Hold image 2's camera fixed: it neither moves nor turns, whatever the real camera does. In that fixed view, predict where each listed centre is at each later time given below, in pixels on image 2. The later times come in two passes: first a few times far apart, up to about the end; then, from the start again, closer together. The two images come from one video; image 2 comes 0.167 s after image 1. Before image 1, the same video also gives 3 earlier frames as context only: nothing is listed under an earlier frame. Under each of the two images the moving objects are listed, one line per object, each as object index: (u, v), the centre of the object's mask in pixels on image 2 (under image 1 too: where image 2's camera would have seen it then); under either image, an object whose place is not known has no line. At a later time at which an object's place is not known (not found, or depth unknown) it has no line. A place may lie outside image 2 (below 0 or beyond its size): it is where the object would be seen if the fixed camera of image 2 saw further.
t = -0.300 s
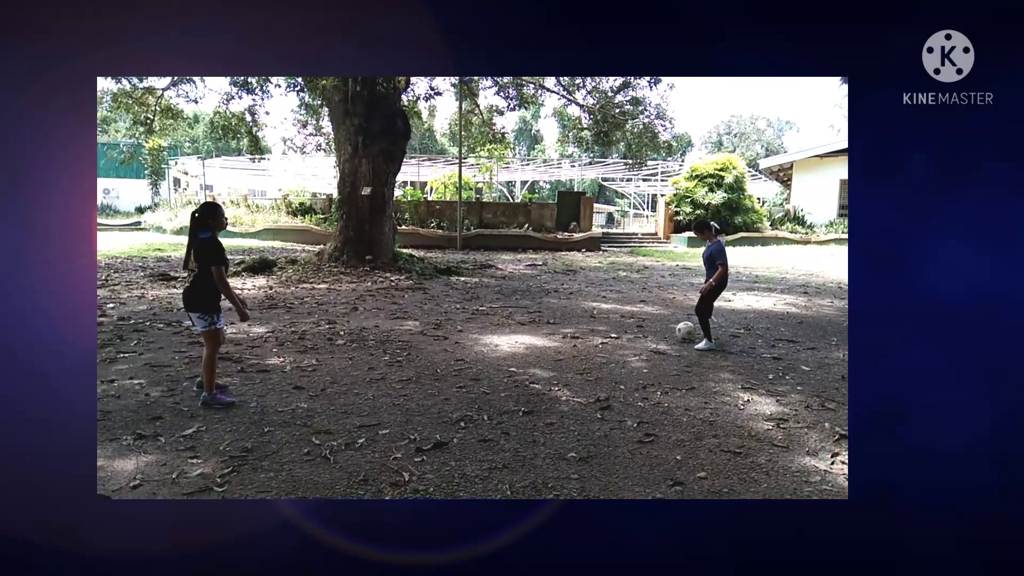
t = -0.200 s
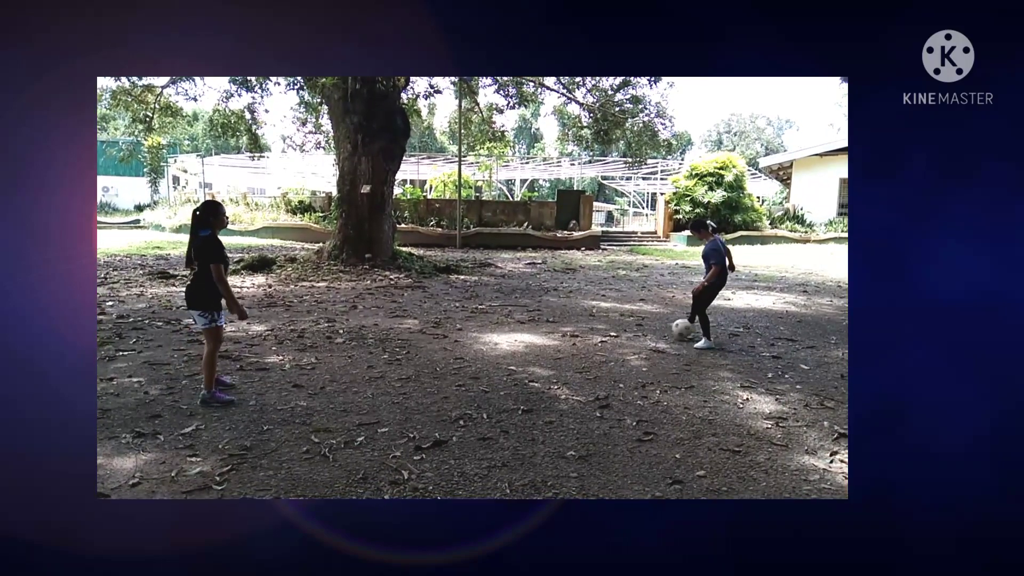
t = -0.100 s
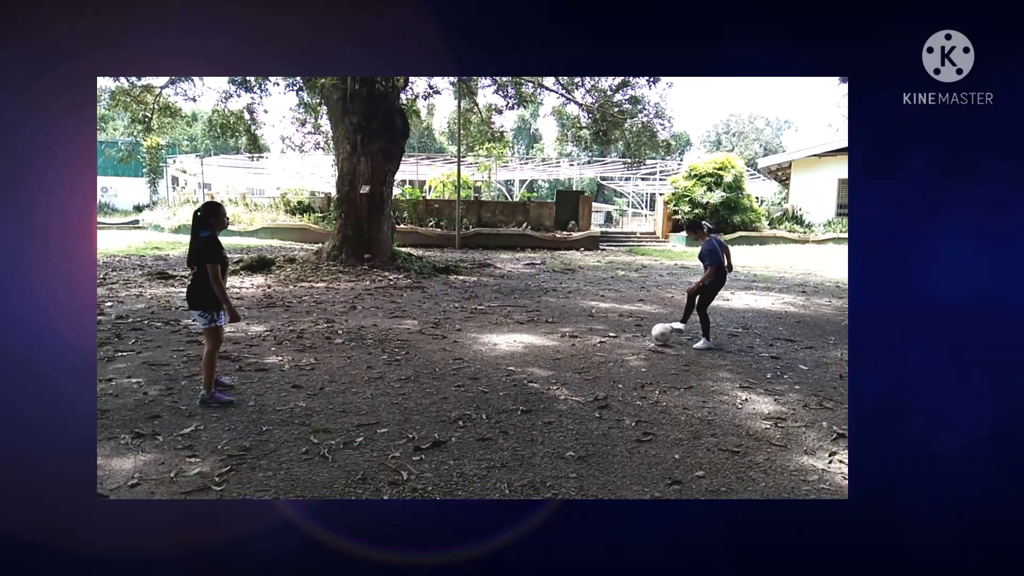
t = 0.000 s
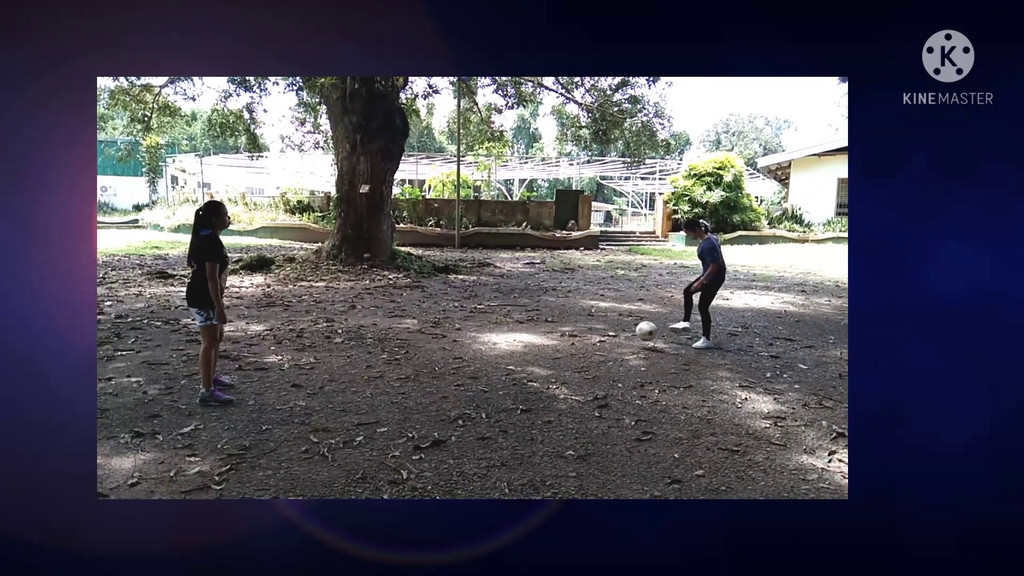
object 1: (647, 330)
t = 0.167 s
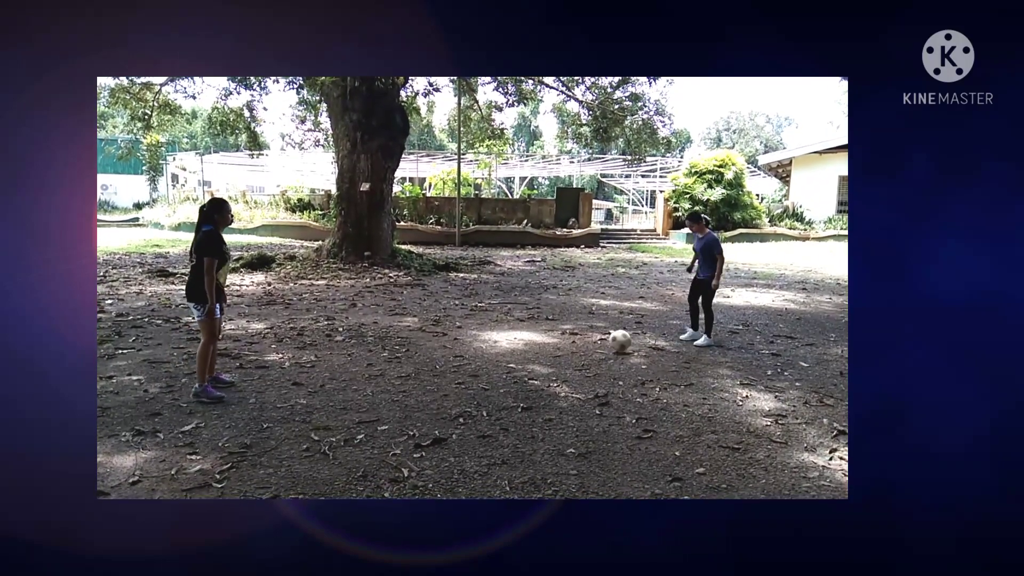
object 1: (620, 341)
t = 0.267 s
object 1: (607, 338)
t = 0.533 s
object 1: (571, 349)
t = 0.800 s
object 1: (533, 364)
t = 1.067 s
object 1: (494, 382)
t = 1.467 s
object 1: (422, 408)
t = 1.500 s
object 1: (415, 412)
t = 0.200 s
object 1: (616, 339)
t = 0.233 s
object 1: (612, 338)
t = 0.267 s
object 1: (607, 338)
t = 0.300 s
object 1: (603, 340)
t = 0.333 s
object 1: (598, 342)
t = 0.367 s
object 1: (594, 346)
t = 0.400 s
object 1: (588, 350)
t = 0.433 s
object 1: (584, 350)
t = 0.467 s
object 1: (580, 349)
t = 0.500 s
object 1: (576, 348)
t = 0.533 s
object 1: (571, 349)
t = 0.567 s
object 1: (566, 352)
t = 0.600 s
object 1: (561, 355)
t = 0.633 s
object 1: (556, 359)
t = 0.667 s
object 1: (552, 358)
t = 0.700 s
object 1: (547, 358)
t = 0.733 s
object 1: (543, 359)
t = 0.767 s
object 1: (538, 361)
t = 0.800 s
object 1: (533, 364)
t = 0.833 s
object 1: (529, 369)
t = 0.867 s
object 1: (524, 369)
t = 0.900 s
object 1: (520, 369)
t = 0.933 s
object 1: (515, 370)
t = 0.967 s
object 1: (510, 373)
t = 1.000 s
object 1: (505, 378)
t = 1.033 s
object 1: (499, 381)
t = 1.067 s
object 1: (494, 382)
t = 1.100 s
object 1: (489, 383)
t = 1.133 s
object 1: (484, 387)
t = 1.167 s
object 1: (479, 391)
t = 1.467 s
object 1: (422, 408)
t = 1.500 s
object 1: (415, 412)
